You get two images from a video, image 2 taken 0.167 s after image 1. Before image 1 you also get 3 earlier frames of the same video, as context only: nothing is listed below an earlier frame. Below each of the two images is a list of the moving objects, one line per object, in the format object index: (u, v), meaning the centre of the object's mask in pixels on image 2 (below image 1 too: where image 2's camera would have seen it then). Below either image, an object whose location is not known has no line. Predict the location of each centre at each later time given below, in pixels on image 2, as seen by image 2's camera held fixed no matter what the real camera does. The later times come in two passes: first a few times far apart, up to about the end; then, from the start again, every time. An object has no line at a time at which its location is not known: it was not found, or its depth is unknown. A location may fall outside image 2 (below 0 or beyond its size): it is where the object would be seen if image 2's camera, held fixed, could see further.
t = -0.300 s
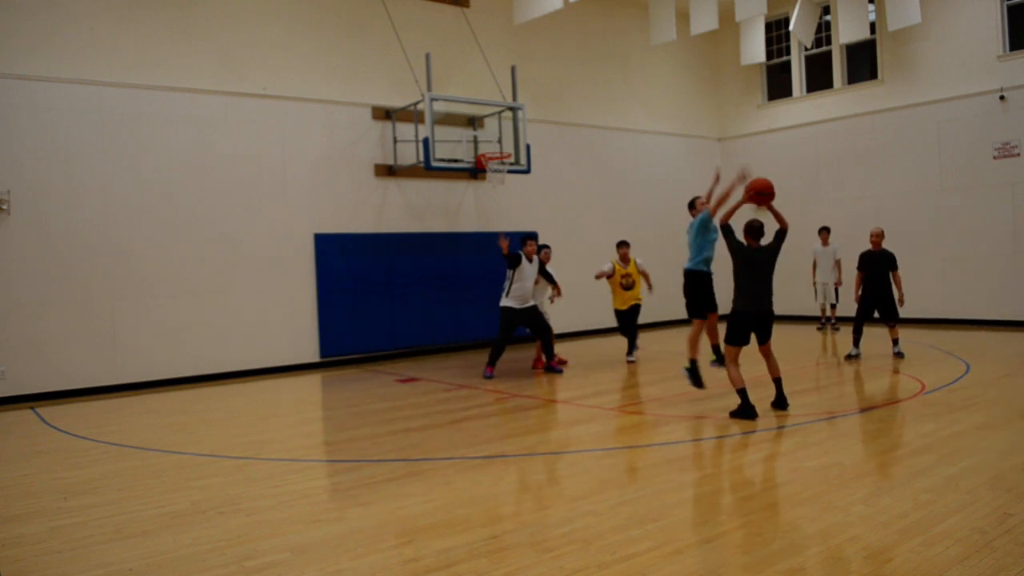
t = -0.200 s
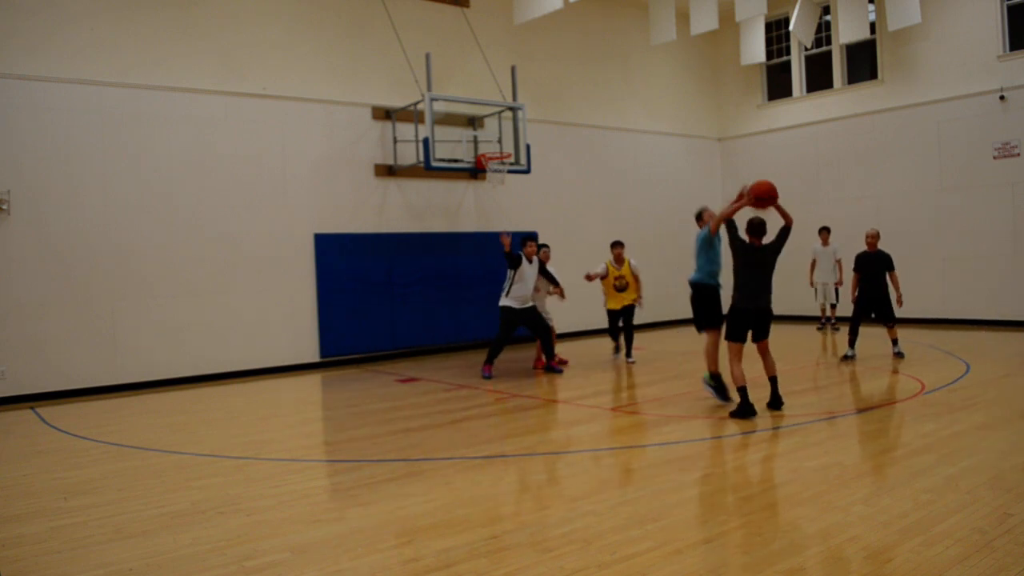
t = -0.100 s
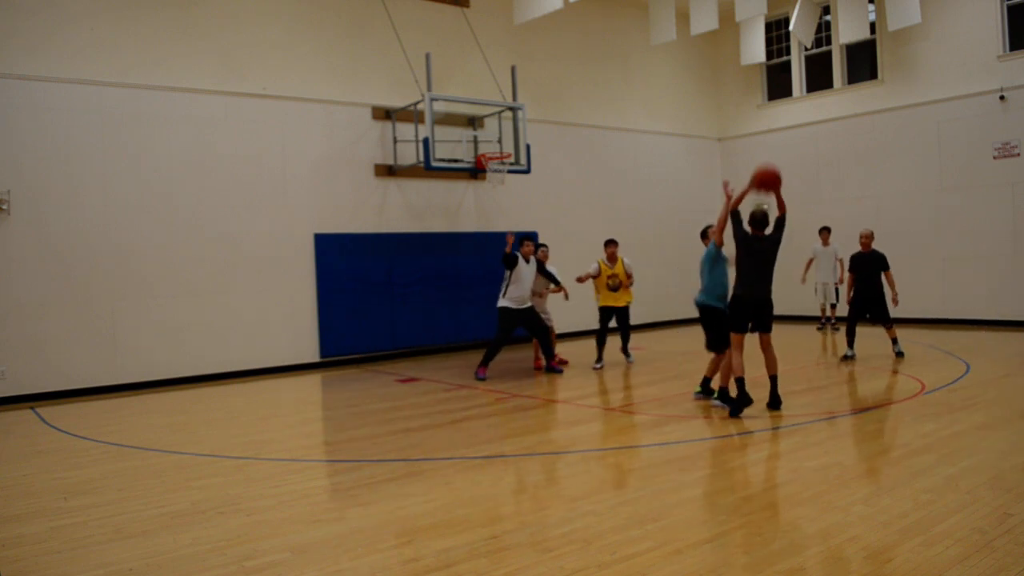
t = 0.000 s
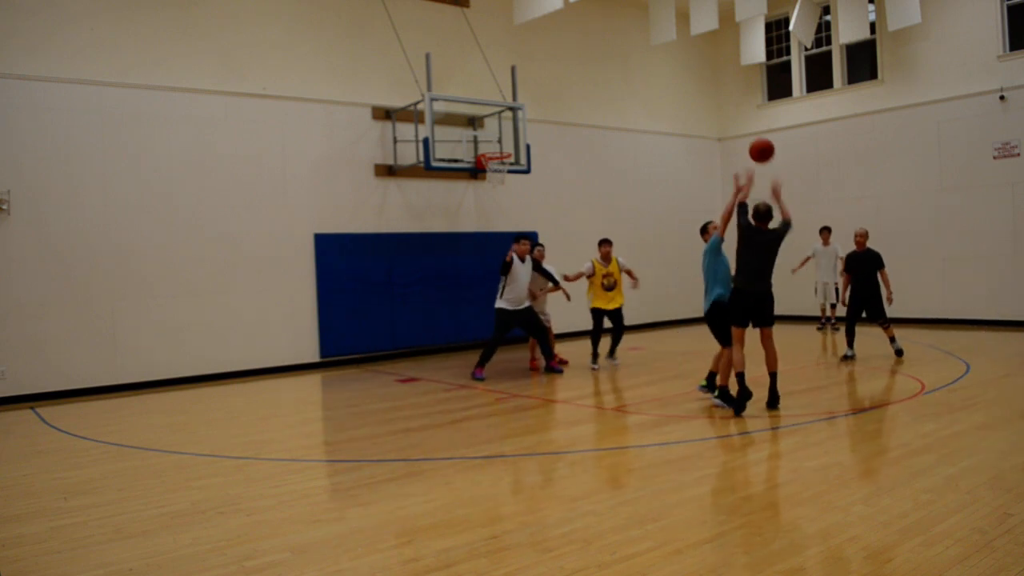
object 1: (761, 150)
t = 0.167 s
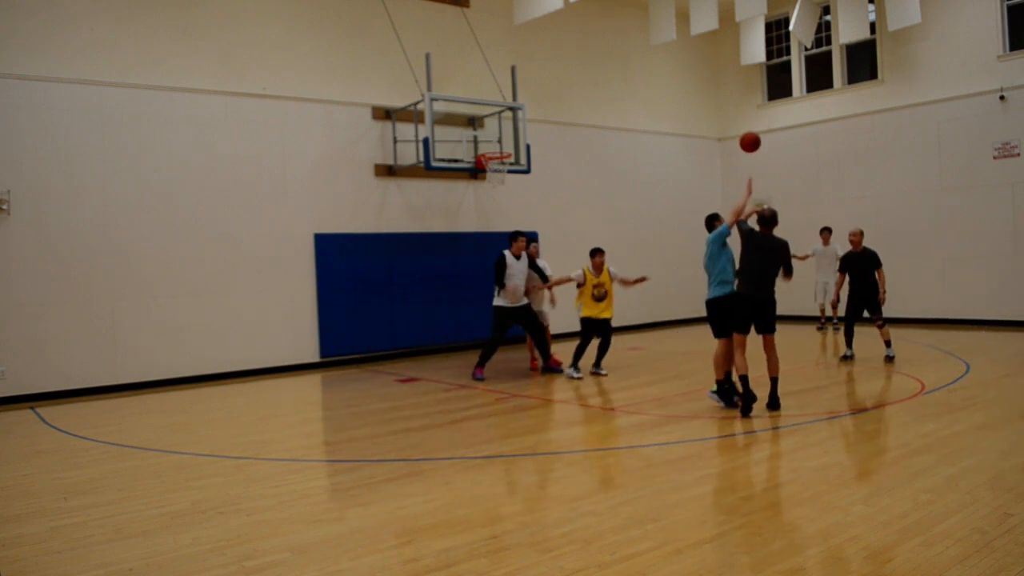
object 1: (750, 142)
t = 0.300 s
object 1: (744, 153)
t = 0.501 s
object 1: (738, 187)
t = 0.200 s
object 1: (748, 143)
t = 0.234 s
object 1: (747, 146)
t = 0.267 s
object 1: (745, 149)
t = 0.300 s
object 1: (744, 153)
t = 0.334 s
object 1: (743, 157)
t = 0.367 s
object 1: (742, 162)
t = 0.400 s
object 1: (740, 168)
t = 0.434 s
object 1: (740, 174)
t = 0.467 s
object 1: (739, 180)
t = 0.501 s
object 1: (738, 187)
